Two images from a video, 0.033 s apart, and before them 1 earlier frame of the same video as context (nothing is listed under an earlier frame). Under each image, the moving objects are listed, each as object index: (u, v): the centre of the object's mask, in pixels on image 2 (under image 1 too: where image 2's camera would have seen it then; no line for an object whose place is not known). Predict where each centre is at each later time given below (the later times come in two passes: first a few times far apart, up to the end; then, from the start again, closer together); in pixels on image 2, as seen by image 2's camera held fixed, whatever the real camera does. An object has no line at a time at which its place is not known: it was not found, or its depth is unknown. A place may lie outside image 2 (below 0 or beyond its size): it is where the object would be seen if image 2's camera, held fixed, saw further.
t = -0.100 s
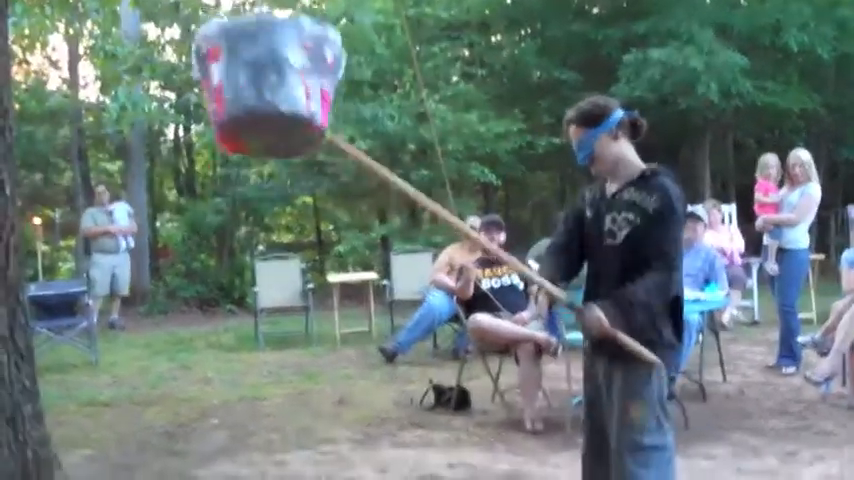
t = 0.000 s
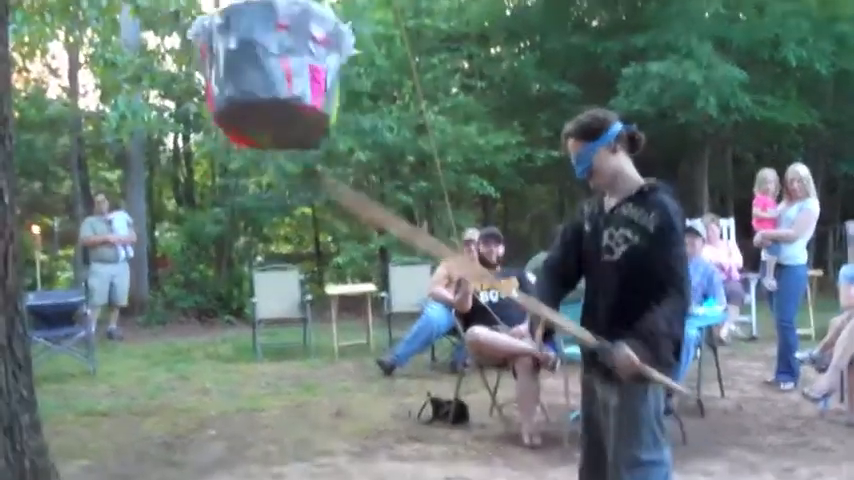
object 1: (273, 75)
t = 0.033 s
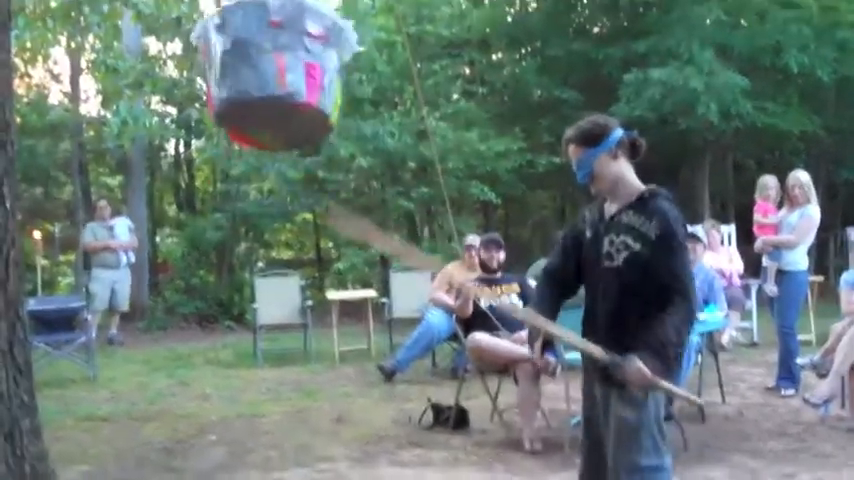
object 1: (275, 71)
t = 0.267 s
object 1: (274, 52)
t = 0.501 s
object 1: (270, 90)
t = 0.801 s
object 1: (249, 161)
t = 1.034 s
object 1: (237, 182)
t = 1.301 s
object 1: (220, 176)
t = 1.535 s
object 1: (215, 154)
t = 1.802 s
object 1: (213, 137)
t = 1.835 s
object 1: (215, 137)
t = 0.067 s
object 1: (276, 67)
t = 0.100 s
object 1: (279, 65)
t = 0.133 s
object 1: (280, 62)
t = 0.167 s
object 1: (277, 60)
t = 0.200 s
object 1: (278, 54)
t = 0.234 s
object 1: (275, 51)
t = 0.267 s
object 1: (274, 52)
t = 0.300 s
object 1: (271, 56)
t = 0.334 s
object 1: (269, 60)
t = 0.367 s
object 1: (271, 65)
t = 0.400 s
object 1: (269, 71)
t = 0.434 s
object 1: (269, 80)
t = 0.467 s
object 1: (270, 85)
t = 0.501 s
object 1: (270, 90)
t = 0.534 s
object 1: (268, 100)
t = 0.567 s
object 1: (266, 107)
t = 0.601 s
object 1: (265, 115)
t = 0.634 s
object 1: (263, 125)
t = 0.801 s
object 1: (249, 161)
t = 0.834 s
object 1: (247, 166)
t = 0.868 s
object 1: (247, 169)
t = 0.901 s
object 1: (246, 172)
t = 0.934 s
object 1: (244, 175)
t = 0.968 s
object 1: (240, 179)
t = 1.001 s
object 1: (239, 182)
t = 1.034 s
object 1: (237, 182)
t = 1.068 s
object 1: (234, 183)
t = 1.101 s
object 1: (231, 184)
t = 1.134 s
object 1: (229, 183)
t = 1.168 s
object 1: (228, 183)
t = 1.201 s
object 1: (226, 183)
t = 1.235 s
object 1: (224, 180)
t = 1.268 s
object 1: (222, 180)
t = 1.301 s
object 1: (220, 176)
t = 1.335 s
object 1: (219, 173)
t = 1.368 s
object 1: (219, 169)
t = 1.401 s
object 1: (219, 166)
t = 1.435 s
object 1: (219, 164)
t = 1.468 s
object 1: (218, 162)
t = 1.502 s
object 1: (216, 157)
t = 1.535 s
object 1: (215, 154)
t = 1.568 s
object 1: (215, 152)
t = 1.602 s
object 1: (214, 148)
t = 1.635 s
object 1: (215, 146)
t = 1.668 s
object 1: (215, 143)
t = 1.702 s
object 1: (214, 141)
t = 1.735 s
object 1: (214, 140)
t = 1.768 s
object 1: (213, 138)
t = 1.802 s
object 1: (213, 137)
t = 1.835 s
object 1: (215, 137)
